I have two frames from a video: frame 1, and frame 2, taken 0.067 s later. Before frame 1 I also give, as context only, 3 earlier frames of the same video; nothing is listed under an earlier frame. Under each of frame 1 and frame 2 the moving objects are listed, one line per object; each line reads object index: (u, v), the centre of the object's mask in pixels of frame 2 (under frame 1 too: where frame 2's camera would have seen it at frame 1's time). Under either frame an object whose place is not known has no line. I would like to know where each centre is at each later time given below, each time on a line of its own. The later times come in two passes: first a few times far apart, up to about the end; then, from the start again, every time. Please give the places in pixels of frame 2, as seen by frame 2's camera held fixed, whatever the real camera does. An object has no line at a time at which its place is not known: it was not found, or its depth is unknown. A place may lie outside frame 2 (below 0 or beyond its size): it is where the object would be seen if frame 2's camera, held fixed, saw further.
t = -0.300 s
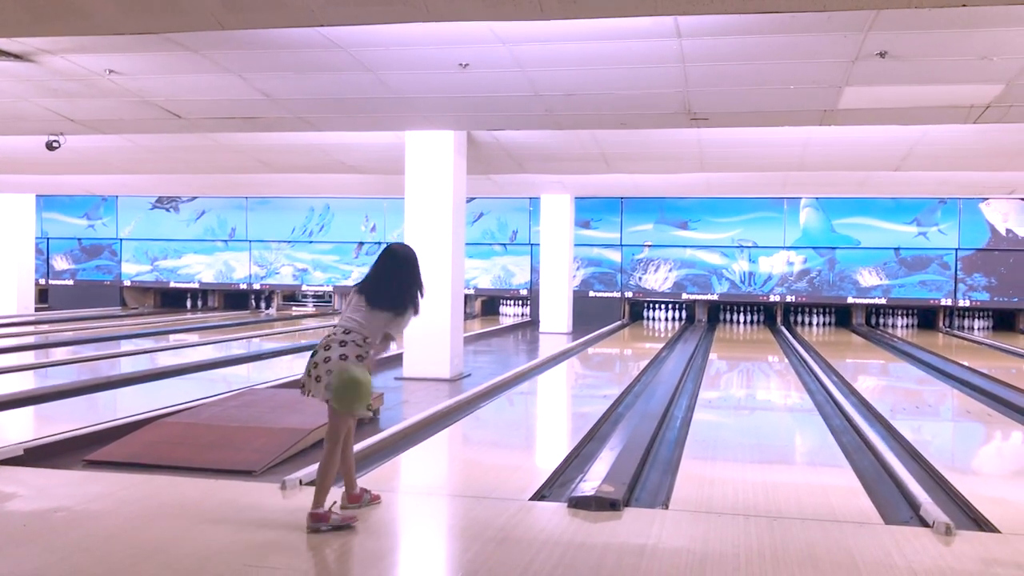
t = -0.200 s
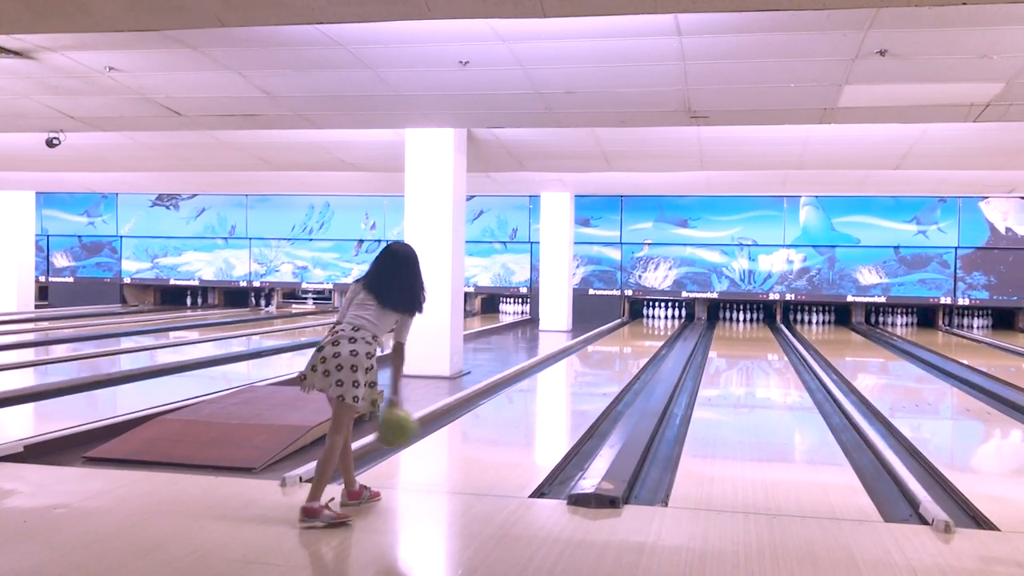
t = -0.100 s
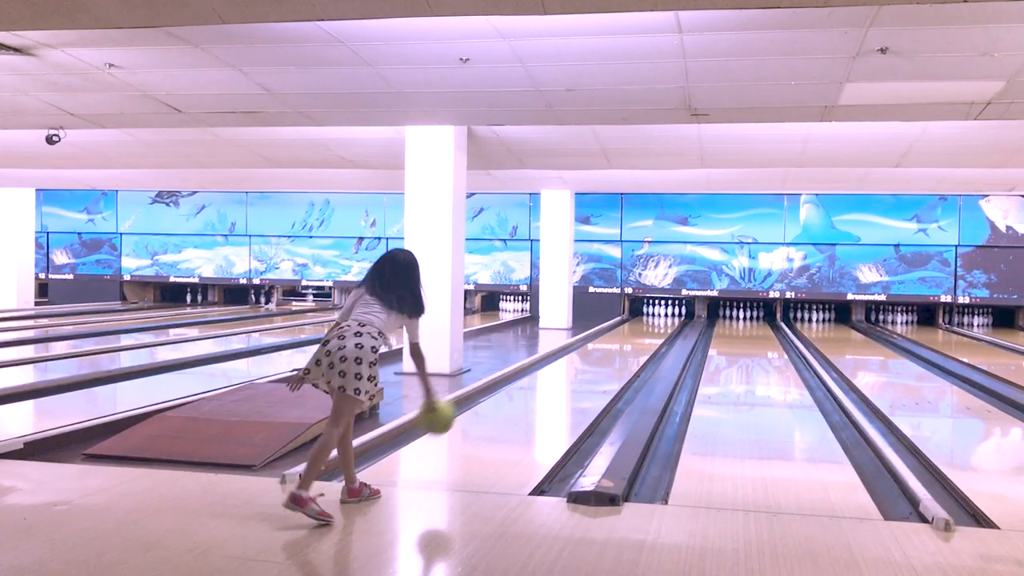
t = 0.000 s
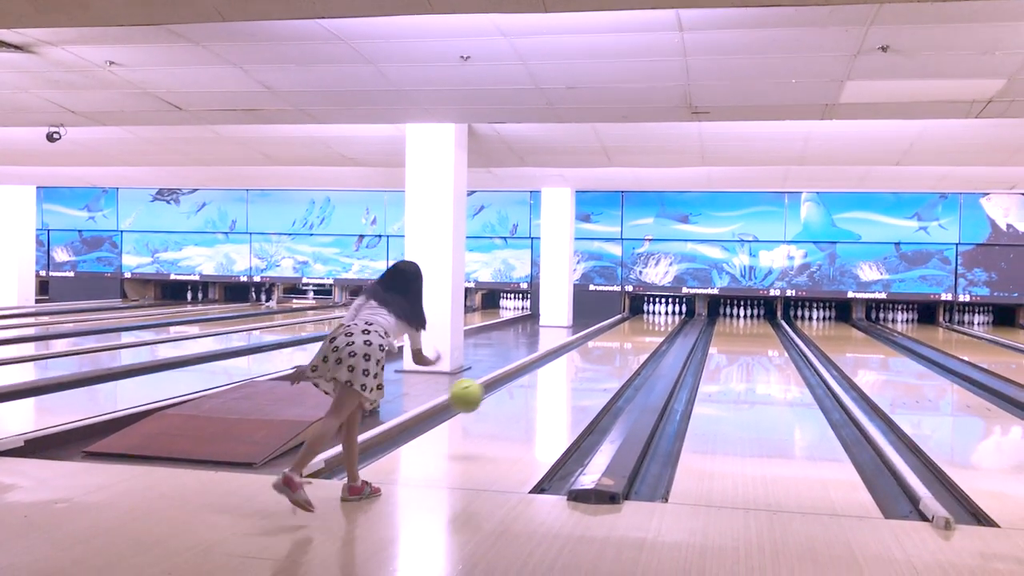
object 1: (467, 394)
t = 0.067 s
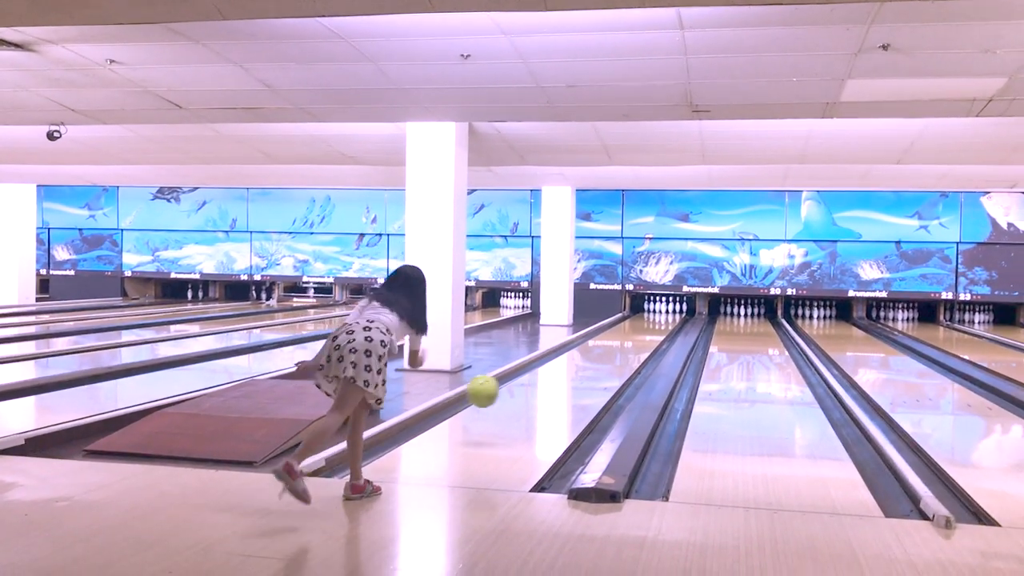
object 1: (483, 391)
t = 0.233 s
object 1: (516, 410)
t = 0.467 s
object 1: (552, 387)
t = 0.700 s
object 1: (578, 373)
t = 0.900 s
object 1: (595, 363)
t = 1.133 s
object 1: (611, 353)
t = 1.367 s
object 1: (624, 345)
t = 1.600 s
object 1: (635, 338)
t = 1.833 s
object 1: (643, 333)
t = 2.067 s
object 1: (651, 328)
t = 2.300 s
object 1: (657, 325)
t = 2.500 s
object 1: (661, 322)
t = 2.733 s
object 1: (665, 319)
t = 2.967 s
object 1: (669, 316)
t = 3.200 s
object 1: (671, 314)
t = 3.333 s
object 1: (672, 313)
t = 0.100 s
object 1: (490, 392)
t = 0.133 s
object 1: (497, 394)
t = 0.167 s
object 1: (504, 399)
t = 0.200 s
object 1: (510, 404)
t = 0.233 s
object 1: (516, 410)
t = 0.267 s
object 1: (522, 405)
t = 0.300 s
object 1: (528, 399)
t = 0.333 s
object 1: (533, 395)
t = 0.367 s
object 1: (538, 393)
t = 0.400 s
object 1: (543, 392)
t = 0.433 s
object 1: (548, 391)
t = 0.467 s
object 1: (552, 387)
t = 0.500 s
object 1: (556, 385)
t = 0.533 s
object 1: (560, 383)
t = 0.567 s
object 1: (564, 381)
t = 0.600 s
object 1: (568, 378)
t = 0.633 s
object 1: (571, 377)
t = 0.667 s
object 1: (575, 375)
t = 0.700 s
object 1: (578, 373)
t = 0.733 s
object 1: (581, 371)
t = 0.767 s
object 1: (584, 370)
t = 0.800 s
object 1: (587, 368)
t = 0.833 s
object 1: (590, 366)
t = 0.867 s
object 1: (593, 364)
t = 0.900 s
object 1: (595, 363)
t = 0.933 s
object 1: (598, 361)
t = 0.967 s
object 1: (600, 360)
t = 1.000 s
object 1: (602, 358)
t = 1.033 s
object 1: (605, 357)
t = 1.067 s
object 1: (607, 356)
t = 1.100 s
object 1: (609, 354)
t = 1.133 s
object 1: (611, 353)
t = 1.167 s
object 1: (613, 352)
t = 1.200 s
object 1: (615, 350)
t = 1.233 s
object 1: (617, 350)
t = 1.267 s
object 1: (619, 348)
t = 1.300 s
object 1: (621, 347)
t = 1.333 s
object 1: (623, 346)
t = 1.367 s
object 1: (624, 345)
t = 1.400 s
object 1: (626, 344)
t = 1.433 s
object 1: (628, 343)
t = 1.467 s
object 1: (629, 342)
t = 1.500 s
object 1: (630, 341)
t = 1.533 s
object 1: (632, 340)
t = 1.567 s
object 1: (633, 339)
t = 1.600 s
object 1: (635, 338)
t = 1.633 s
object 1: (636, 337)
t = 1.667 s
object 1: (637, 337)
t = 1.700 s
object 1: (638, 336)
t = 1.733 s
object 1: (639, 335)
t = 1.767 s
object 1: (641, 334)
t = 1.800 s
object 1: (642, 334)
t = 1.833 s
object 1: (643, 333)
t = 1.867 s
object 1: (644, 332)
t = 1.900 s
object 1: (645, 331)
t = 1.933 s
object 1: (647, 330)
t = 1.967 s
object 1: (648, 330)
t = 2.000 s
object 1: (649, 329)
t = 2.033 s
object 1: (650, 329)
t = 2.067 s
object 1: (651, 328)
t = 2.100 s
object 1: (652, 328)
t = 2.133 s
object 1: (653, 327)
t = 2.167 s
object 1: (653, 327)
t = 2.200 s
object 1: (654, 326)
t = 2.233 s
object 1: (655, 326)
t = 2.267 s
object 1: (655, 325)
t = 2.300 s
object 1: (657, 325)
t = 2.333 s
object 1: (657, 324)
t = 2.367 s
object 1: (658, 324)
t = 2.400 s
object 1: (660, 323)
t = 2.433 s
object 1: (660, 323)
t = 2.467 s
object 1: (661, 322)
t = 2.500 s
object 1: (661, 322)
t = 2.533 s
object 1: (662, 321)
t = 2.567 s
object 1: (662, 321)
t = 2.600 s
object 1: (662, 321)
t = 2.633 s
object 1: (664, 320)
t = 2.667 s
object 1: (664, 320)
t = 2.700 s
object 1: (664, 320)
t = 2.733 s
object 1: (665, 319)
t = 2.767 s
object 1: (666, 318)
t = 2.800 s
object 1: (667, 318)
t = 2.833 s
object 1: (667, 317)
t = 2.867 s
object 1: (668, 317)
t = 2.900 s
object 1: (668, 317)
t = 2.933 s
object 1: (669, 317)
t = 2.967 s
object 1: (669, 316)
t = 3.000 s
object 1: (669, 316)
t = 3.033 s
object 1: (670, 316)
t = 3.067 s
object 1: (670, 316)
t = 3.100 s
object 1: (670, 315)
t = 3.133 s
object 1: (670, 315)
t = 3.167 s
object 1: (670, 315)
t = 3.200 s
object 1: (671, 314)
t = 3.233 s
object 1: (671, 314)
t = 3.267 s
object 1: (672, 313)
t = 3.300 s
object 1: (672, 313)
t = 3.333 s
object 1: (672, 313)
